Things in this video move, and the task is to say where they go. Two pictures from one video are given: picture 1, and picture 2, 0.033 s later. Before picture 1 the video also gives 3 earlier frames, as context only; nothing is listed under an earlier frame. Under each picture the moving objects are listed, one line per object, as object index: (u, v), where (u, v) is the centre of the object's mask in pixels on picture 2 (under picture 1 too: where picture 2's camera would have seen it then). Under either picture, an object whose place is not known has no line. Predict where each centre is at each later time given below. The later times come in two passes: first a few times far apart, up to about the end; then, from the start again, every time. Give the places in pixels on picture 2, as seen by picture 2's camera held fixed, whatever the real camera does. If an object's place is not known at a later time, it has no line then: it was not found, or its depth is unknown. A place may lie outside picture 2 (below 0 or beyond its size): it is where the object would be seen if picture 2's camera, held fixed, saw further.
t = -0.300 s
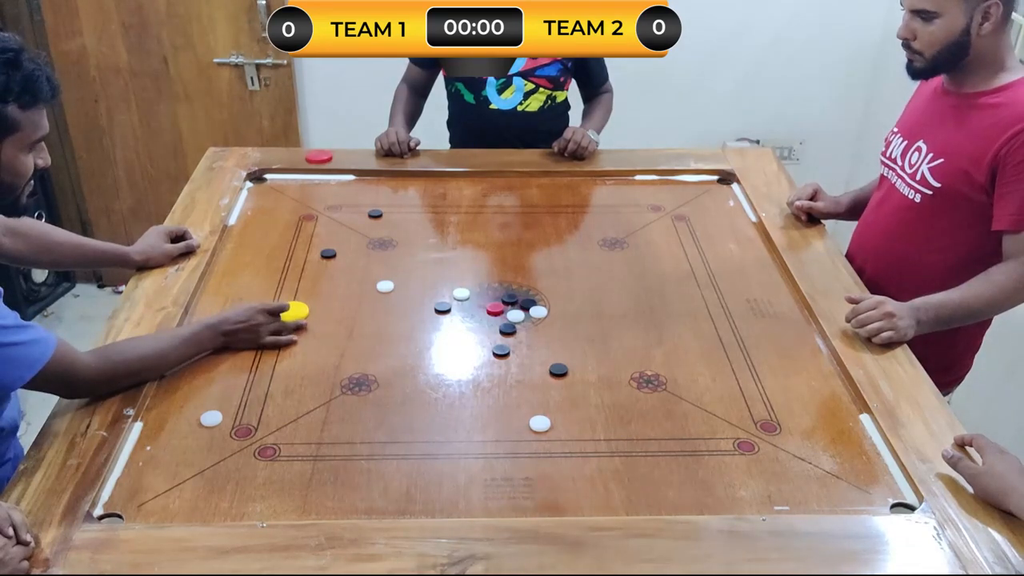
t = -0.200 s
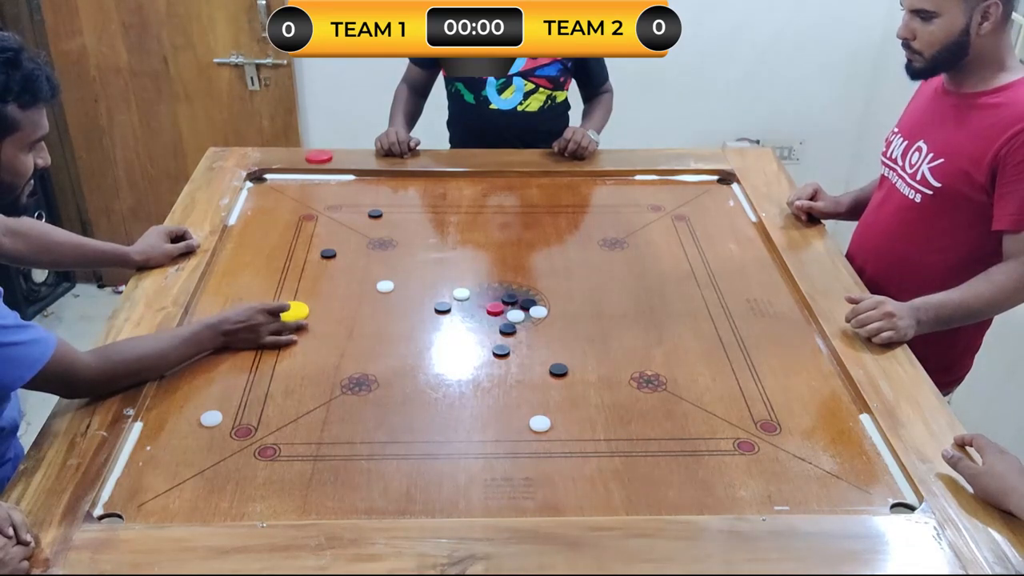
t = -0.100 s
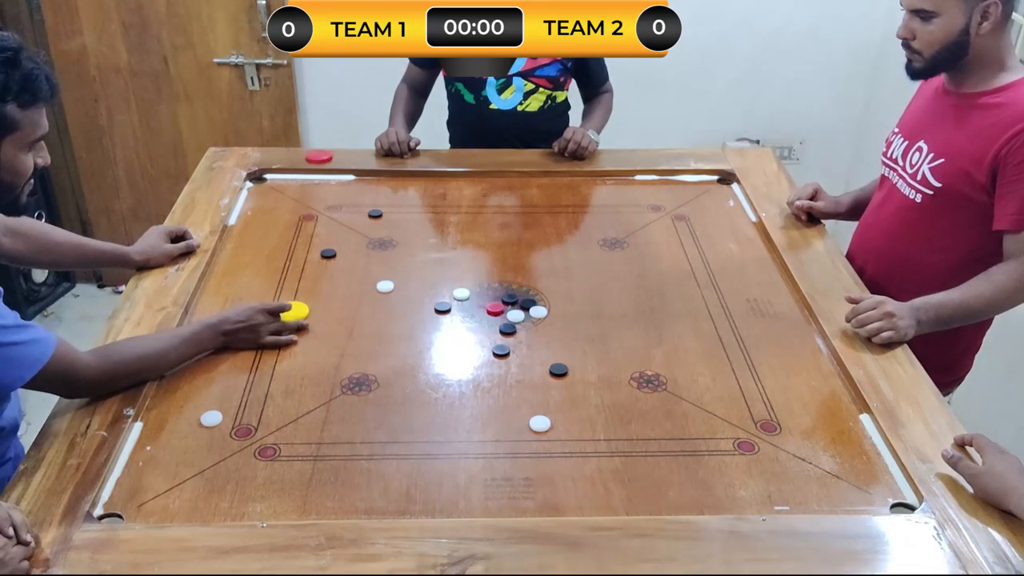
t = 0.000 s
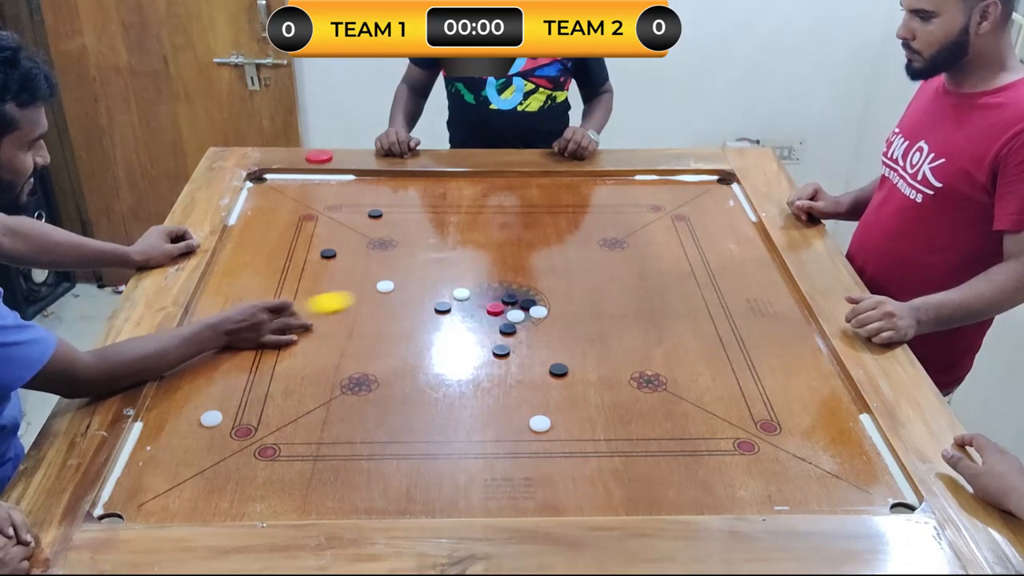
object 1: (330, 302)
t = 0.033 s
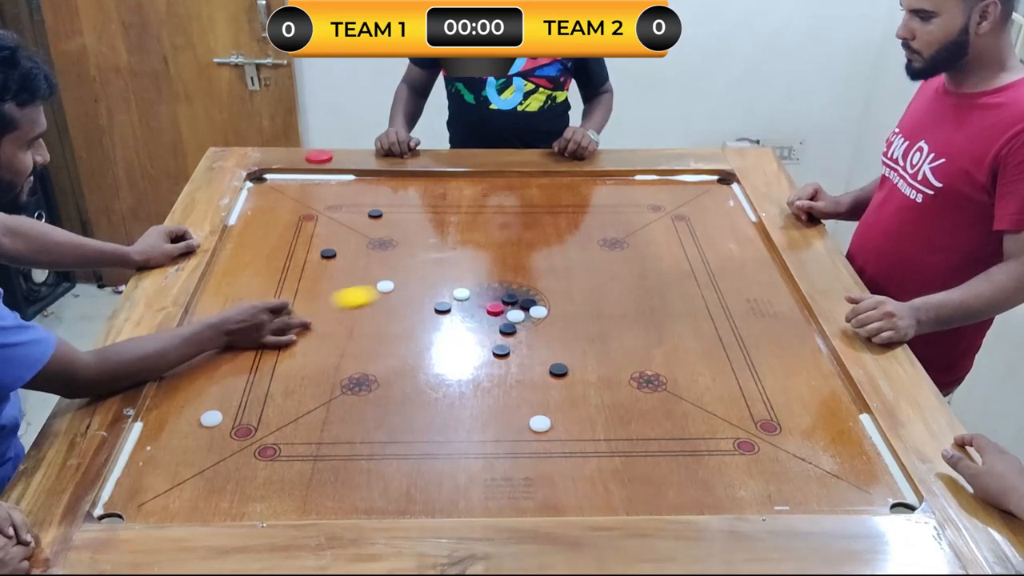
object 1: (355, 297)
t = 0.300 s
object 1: (468, 279)
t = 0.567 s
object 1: (530, 268)
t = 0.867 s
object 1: (545, 266)
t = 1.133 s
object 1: (545, 266)
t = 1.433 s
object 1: (545, 266)
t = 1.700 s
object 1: (545, 266)
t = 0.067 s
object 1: (373, 293)
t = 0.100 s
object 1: (388, 291)
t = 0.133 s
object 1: (404, 288)
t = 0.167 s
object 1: (418, 286)
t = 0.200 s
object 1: (431, 284)
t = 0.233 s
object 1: (443, 282)
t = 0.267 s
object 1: (456, 280)
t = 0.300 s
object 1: (468, 279)
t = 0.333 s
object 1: (478, 277)
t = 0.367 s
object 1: (488, 275)
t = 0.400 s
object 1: (497, 274)
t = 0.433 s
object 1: (505, 273)
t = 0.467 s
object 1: (513, 272)
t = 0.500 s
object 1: (519, 270)
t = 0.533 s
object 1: (526, 269)
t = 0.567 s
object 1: (530, 268)
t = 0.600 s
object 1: (535, 267)
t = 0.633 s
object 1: (539, 267)
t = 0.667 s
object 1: (542, 266)
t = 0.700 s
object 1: (544, 266)
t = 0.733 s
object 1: (545, 266)
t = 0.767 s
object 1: (545, 266)
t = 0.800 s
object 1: (545, 266)
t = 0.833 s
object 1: (545, 266)
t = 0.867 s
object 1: (545, 266)
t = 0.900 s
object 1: (545, 266)
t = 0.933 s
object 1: (545, 266)
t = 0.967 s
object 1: (545, 266)
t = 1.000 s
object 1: (545, 266)
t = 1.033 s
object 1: (545, 266)
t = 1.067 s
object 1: (546, 265)
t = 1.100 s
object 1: (545, 266)
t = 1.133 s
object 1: (545, 266)
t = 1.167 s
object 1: (545, 266)
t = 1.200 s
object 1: (546, 266)
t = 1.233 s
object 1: (546, 266)
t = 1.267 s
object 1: (546, 266)
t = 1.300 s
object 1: (545, 266)
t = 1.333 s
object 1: (545, 266)
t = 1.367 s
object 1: (545, 266)
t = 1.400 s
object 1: (545, 266)
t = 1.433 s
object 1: (545, 266)
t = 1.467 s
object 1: (545, 266)
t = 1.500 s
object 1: (545, 266)
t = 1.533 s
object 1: (545, 266)
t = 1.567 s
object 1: (545, 266)
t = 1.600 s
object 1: (545, 266)
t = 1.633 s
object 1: (545, 266)
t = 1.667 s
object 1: (545, 266)
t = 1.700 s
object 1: (545, 266)
